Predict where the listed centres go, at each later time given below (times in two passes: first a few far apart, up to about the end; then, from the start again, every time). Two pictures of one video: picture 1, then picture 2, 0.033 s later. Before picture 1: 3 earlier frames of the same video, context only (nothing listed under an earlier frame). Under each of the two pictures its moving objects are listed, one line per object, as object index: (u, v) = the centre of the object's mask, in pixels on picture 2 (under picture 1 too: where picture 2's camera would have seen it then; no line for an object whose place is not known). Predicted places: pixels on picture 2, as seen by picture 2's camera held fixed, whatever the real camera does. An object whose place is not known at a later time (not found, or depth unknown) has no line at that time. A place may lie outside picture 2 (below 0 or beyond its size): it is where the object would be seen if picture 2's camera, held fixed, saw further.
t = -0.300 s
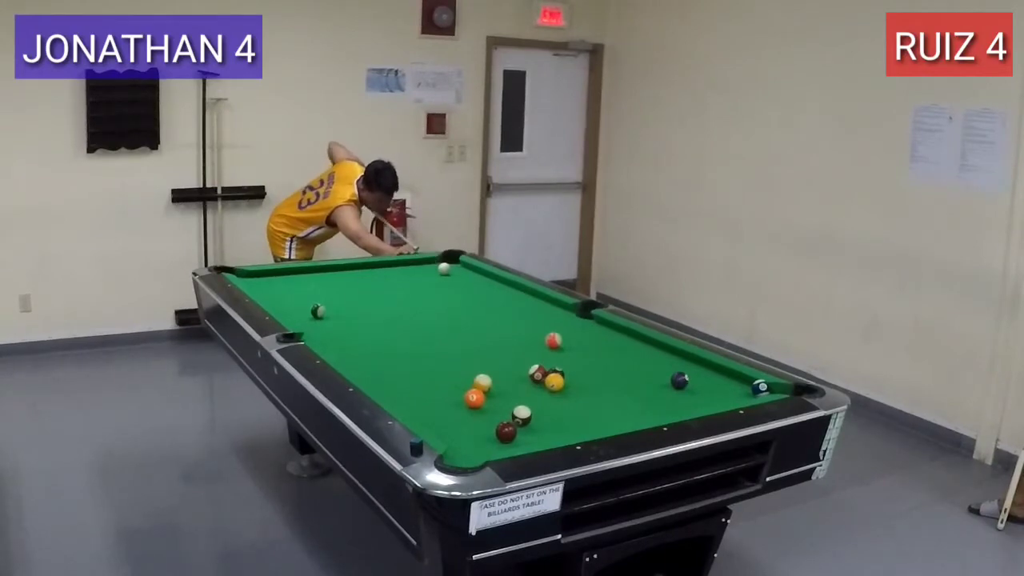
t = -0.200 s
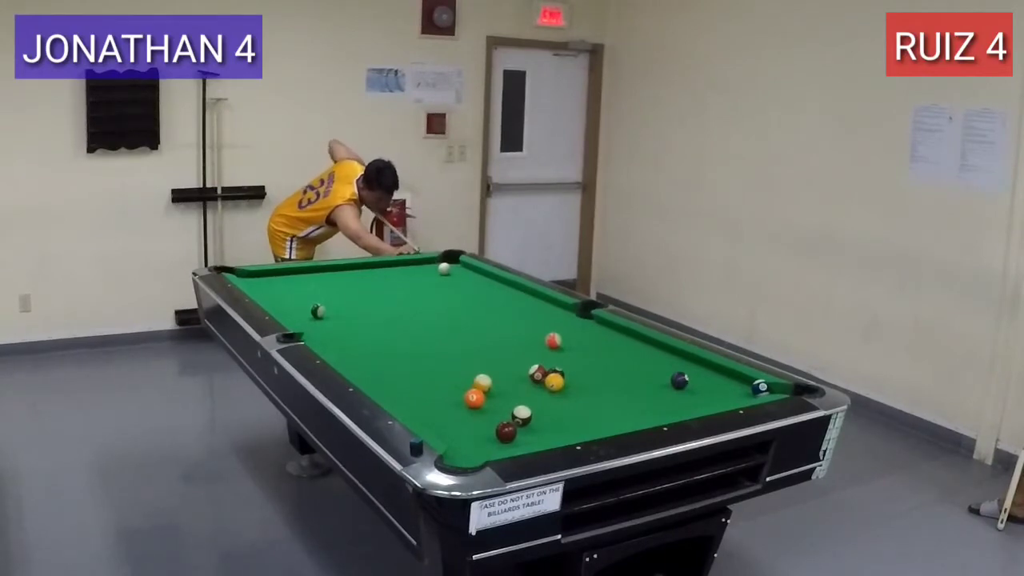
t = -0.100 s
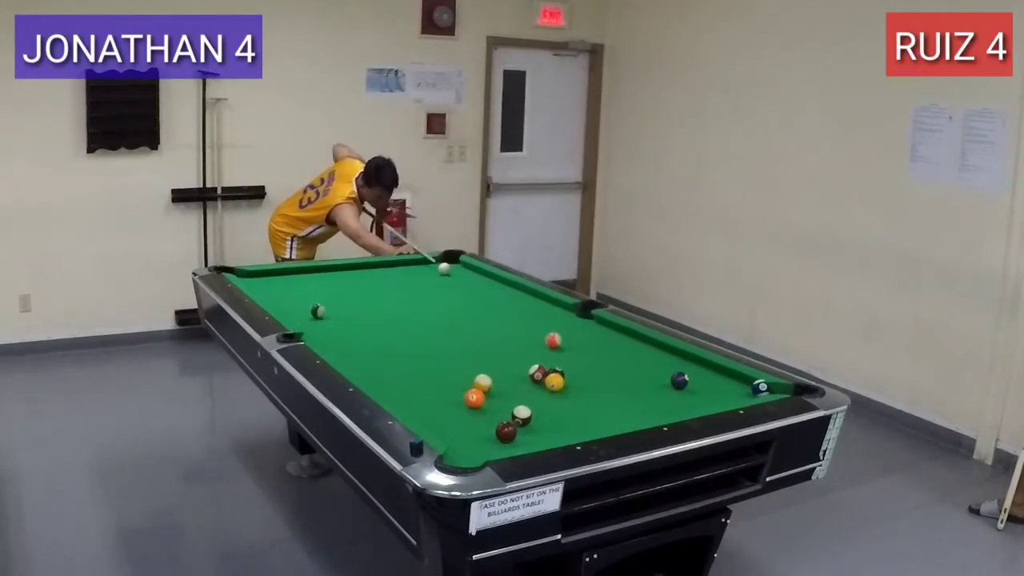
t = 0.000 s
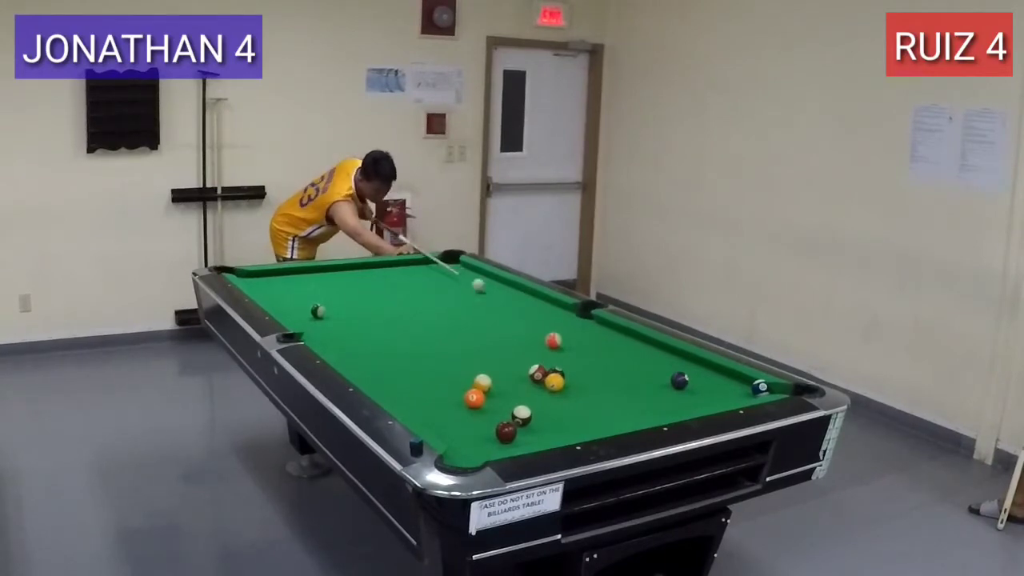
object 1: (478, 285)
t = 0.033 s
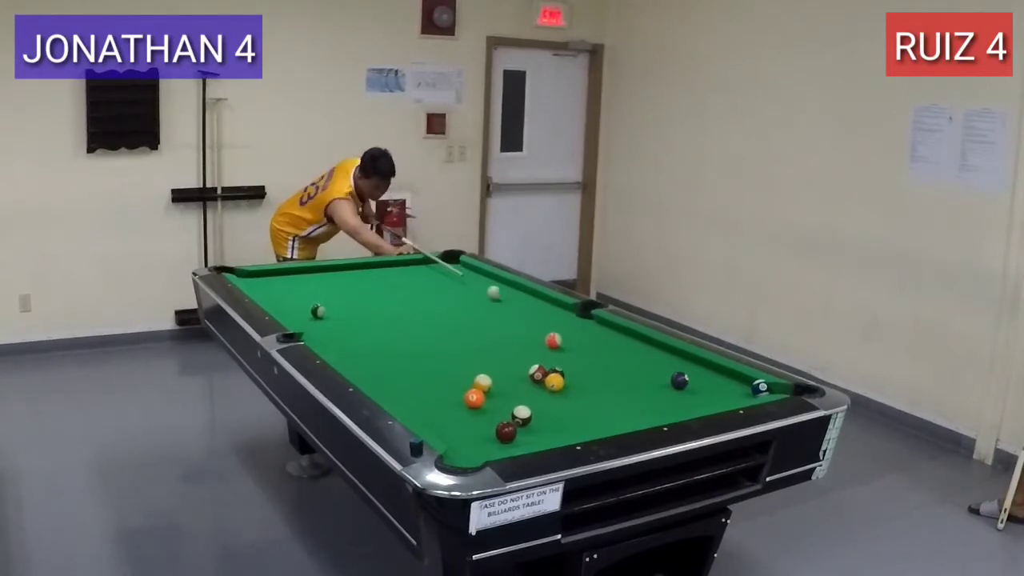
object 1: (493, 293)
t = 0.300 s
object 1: (647, 367)
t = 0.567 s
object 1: (648, 412)
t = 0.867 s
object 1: (571, 407)
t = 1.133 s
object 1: (502, 394)
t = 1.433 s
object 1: (431, 382)
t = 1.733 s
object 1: (369, 370)
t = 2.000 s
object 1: (356, 359)
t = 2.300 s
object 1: (361, 347)
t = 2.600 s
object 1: (366, 337)
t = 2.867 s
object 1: (370, 329)
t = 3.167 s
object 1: (374, 322)
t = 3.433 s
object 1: (377, 316)
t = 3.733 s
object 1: (380, 311)
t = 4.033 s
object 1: (383, 306)
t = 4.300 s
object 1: (385, 303)
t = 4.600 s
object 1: (387, 301)
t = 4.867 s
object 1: (388, 299)
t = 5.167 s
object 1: (391, 298)
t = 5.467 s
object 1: (391, 298)
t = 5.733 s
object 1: (391, 298)
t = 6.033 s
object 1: (391, 298)
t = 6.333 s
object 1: (391, 298)
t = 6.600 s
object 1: (391, 298)
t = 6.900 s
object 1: (391, 298)
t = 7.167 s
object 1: (391, 298)
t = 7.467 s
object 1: (391, 298)
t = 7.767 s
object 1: (391, 298)
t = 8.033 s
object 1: (391, 298)
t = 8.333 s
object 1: (391, 298)
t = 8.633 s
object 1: (391, 298)
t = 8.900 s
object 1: (391, 298)
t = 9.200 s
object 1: (391, 298)
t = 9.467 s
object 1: (391, 298)
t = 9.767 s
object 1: (391, 298)
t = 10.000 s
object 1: (391, 298)
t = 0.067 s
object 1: (510, 301)
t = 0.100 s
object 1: (527, 310)
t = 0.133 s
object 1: (545, 318)
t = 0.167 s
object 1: (563, 327)
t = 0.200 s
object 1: (582, 336)
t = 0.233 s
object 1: (603, 346)
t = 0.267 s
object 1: (624, 357)
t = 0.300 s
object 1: (647, 367)
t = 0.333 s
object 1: (662, 376)
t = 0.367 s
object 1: (658, 381)
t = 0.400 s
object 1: (654, 385)
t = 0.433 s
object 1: (651, 390)
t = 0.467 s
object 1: (649, 395)
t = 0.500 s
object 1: (648, 401)
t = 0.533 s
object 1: (647, 407)
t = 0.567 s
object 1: (648, 412)
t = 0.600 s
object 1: (649, 416)
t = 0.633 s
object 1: (639, 416)
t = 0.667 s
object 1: (628, 415)
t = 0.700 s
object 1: (618, 415)
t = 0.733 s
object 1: (608, 413)
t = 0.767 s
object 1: (599, 411)
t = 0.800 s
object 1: (590, 410)
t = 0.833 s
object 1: (580, 408)
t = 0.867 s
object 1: (571, 407)
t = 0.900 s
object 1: (562, 405)
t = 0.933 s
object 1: (553, 403)
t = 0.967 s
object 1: (544, 402)
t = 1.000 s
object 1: (535, 400)
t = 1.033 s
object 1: (527, 398)
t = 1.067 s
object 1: (518, 397)
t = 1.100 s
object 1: (510, 396)
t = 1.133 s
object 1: (502, 394)
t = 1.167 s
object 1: (494, 393)
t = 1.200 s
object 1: (487, 391)
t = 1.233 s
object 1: (478, 387)
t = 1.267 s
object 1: (468, 386)
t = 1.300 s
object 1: (461, 387)
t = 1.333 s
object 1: (454, 386)
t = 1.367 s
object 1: (446, 385)
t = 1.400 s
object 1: (439, 383)
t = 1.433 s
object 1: (431, 382)
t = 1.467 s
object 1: (424, 381)
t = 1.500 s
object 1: (417, 380)
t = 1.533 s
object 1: (409, 378)
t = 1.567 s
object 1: (402, 377)
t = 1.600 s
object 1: (395, 375)
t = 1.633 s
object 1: (389, 374)
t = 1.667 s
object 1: (382, 373)
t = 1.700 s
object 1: (375, 372)
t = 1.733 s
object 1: (369, 370)
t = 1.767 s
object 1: (363, 369)
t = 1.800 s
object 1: (356, 366)
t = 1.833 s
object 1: (354, 365)
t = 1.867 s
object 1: (355, 364)
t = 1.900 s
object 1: (355, 363)
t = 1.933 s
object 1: (355, 362)
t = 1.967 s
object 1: (355, 360)
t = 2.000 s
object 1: (356, 359)
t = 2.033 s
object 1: (357, 358)
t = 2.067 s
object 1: (357, 356)
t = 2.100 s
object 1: (358, 355)
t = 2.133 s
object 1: (358, 353)
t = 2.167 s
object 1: (359, 352)
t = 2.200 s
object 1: (360, 351)
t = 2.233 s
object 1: (360, 350)
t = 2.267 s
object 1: (361, 348)
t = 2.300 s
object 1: (361, 347)
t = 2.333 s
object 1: (362, 346)
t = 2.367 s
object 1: (362, 345)
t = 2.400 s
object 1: (363, 343)
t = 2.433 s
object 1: (363, 342)
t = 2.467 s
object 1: (364, 341)
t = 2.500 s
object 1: (364, 340)
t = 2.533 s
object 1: (365, 339)
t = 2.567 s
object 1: (365, 338)
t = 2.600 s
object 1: (366, 337)
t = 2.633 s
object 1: (366, 336)
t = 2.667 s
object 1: (366, 335)
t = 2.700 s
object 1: (367, 334)
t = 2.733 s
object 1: (367, 333)
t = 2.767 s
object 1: (368, 332)
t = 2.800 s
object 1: (368, 331)
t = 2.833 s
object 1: (369, 330)
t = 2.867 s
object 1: (370, 329)
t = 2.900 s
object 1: (370, 328)
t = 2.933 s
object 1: (371, 327)
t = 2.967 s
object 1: (371, 327)
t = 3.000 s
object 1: (371, 325)
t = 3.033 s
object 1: (372, 325)
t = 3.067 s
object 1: (372, 324)
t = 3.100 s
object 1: (373, 323)
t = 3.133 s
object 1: (373, 322)
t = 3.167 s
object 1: (374, 322)
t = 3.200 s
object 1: (374, 321)
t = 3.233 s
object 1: (375, 320)
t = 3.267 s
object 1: (375, 319)
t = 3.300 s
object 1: (376, 319)
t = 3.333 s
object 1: (376, 318)
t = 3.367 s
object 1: (376, 317)
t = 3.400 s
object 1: (377, 317)
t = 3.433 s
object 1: (377, 316)
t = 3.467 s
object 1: (378, 315)
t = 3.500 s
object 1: (378, 315)
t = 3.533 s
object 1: (378, 314)
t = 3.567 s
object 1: (378, 314)
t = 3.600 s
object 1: (379, 313)
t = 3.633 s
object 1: (379, 312)
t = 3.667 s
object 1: (379, 312)
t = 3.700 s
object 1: (380, 311)
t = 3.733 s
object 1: (380, 311)
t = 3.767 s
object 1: (380, 310)
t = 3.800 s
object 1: (381, 310)
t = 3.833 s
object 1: (381, 309)
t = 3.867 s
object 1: (381, 309)
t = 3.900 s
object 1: (382, 308)
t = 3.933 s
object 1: (382, 308)
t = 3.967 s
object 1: (382, 307)
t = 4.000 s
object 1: (382, 307)
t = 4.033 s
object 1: (383, 306)
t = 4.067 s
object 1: (383, 306)
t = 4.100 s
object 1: (383, 306)
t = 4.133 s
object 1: (383, 305)
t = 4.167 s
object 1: (383, 305)
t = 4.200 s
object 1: (384, 304)
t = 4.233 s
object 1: (384, 304)
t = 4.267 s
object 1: (384, 304)
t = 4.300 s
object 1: (385, 303)
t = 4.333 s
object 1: (385, 303)
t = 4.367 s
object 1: (385, 303)
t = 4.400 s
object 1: (385, 302)
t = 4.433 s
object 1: (386, 302)
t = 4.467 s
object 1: (386, 302)
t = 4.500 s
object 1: (386, 301)
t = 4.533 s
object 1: (386, 301)
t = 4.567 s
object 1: (387, 301)
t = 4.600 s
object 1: (387, 301)
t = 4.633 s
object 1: (387, 301)
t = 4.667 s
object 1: (387, 301)
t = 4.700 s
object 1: (387, 300)
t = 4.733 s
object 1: (387, 300)
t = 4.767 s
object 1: (388, 300)
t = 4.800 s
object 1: (388, 300)
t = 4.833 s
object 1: (388, 300)
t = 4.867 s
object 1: (388, 299)
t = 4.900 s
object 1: (389, 299)
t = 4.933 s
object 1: (389, 299)
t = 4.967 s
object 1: (389, 299)
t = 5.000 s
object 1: (389, 299)
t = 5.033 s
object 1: (389, 299)
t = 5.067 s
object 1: (389, 299)
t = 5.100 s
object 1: (390, 299)
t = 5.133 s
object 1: (390, 299)
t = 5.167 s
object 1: (391, 298)
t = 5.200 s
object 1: (391, 298)
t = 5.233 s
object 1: (391, 298)
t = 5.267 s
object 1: (391, 298)
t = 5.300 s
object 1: (391, 298)
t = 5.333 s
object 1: (391, 298)
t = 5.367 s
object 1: (391, 298)
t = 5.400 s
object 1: (391, 298)
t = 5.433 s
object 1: (391, 298)
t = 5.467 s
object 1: (391, 298)
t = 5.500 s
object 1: (391, 298)
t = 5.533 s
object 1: (391, 298)
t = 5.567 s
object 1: (391, 298)
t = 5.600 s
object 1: (391, 298)
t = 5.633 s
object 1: (391, 298)
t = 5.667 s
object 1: (391, 298)
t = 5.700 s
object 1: (391, 298)
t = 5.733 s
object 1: (391, 298)
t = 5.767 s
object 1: (391, 298)
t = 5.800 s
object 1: (391, 298)
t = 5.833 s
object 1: (391, 298)
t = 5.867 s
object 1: (391, 298)
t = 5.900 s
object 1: (391, 298)
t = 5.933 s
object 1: (391, 298)
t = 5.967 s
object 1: (391, 298)
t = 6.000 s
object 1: (391, 298)
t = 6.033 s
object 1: (391, 298)
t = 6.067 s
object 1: (391, 298)
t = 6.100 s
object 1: (391, 298)
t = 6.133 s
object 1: (391, 298)
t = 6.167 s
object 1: (391, 298)
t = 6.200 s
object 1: (391, 298)
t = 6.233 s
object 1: (391, 298)
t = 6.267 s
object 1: (391, 298)
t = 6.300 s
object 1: (391, 298)
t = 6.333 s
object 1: (391, 298)
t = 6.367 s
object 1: (391, 298)
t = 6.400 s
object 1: (391, 298)
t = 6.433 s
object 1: (391, 298)
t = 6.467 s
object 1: (391, 298)
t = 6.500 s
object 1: (391, 298)
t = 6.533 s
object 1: (391, 298)
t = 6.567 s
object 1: (391, 298)
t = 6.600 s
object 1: (391, 298)
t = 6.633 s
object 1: (391, 298)
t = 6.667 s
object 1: (391, 298)
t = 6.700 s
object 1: (391, 298)
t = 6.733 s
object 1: (391, 298)
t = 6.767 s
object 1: (391, 298)
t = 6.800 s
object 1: (391, 298)
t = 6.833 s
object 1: (391, 298)
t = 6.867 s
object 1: (391, 298)
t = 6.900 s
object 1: (391, 298)
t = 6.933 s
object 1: (391, 298)
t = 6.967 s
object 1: (391, 298)
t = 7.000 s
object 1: (391, 298)
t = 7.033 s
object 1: (391, 298)
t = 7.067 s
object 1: (391, 298)
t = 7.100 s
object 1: (391, 298)
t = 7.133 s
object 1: (391, 298)
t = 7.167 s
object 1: (391, 298)
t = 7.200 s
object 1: (391, 298)
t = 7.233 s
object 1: (391, 298)
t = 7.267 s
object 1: (391, 298)
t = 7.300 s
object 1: (391, 298)
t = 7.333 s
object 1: (391, 298)
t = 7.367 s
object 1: (391, 298)
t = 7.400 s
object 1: (391, 298)
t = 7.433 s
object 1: (391, 298)
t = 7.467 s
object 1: (391, 298)
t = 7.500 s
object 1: (391, 298)
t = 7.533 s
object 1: (391, 298)
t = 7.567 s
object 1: (391, 298)
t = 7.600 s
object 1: (391, 298)
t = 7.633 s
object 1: (391, 298)
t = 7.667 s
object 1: (391, 298)
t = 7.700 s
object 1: (391, 298)
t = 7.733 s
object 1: (391, 298)
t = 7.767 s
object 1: (391, 298)
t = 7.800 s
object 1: (391, 298)
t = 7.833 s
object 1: (391, 298)
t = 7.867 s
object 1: (391, 298)
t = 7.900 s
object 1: (391, 298)
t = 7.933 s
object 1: (391, 298)
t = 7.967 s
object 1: (391, 298)
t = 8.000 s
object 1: (391, 298)
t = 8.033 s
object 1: (391, 298)
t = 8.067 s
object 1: (391, 298)
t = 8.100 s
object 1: (391, 298)
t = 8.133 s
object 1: (391, 298)
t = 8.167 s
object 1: (391, 298)
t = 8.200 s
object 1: (391, 298)
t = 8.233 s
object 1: (391, 298)
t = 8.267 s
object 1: (391, 298)
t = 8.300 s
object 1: (391, 298)
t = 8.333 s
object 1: (391, 298)
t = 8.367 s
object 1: (391, 298)
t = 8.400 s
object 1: (391, 298)
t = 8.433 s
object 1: (391, 298)
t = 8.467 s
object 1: (391, 298)
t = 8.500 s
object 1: (391, 298)
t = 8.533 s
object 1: (391, 298)
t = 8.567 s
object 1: (391, 298)
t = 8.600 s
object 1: (391, 298)
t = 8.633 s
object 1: (391, 298)
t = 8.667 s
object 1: (391, 298)
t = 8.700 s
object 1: (391, 298)
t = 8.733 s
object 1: (391, 298)
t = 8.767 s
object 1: (391, 298)
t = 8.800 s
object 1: (391, 298)
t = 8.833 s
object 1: (391, 298)
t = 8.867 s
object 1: (391, 298)
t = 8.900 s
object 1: (391, 298)
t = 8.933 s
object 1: (391, 298)
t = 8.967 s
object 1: (391, 298)
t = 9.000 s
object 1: (391, 298)
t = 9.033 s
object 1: (391, 298)
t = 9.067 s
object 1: (391, 298)
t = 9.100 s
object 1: (391, 298)
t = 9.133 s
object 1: (391, 298)
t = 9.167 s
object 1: (391, 298)
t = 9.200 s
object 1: (391, 298)
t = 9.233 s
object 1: (391, 298)
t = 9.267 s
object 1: (391, 298)
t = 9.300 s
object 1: (391, 298)
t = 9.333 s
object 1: (391, 298)
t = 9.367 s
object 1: (391, 298)
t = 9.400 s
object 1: (391, 298)
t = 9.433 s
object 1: (391, 298)
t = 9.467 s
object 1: (391, 298)
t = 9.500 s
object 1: (391, 298)
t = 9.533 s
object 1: (391, 298)
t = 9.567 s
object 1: (391, 298)
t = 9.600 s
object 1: (391, 298)
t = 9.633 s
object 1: (391, 298)
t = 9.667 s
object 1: (391, 298)
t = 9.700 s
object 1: (391, 298)
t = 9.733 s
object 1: (391, 298)
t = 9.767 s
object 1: (391, 298)
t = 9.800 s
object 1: (391, 298)
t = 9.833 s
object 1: (391, 298)
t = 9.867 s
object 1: (391, 298)
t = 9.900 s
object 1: (391, 298)
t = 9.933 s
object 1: (391, 298)
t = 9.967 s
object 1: (391, 298)
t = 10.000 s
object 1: (391, 298)
